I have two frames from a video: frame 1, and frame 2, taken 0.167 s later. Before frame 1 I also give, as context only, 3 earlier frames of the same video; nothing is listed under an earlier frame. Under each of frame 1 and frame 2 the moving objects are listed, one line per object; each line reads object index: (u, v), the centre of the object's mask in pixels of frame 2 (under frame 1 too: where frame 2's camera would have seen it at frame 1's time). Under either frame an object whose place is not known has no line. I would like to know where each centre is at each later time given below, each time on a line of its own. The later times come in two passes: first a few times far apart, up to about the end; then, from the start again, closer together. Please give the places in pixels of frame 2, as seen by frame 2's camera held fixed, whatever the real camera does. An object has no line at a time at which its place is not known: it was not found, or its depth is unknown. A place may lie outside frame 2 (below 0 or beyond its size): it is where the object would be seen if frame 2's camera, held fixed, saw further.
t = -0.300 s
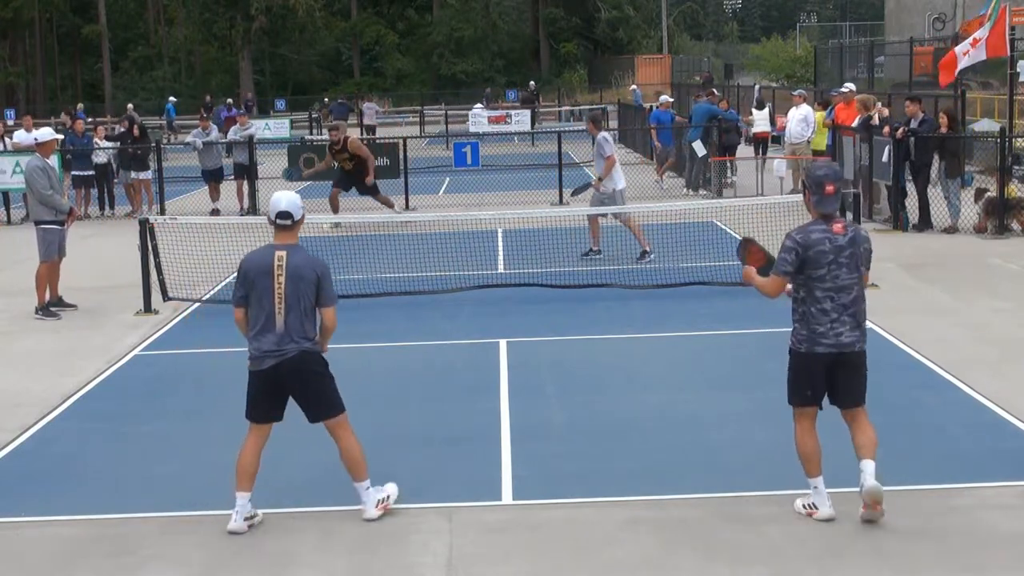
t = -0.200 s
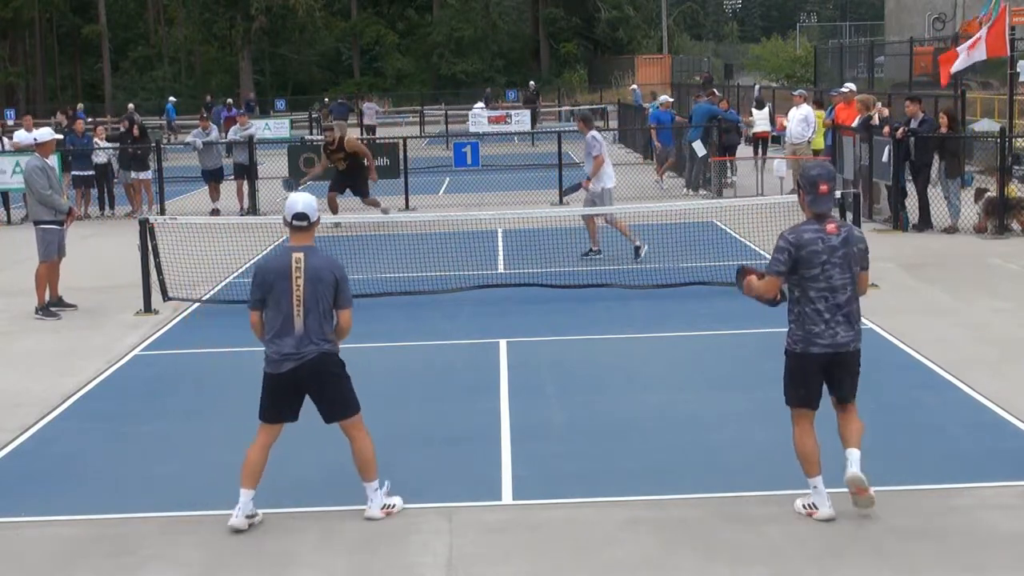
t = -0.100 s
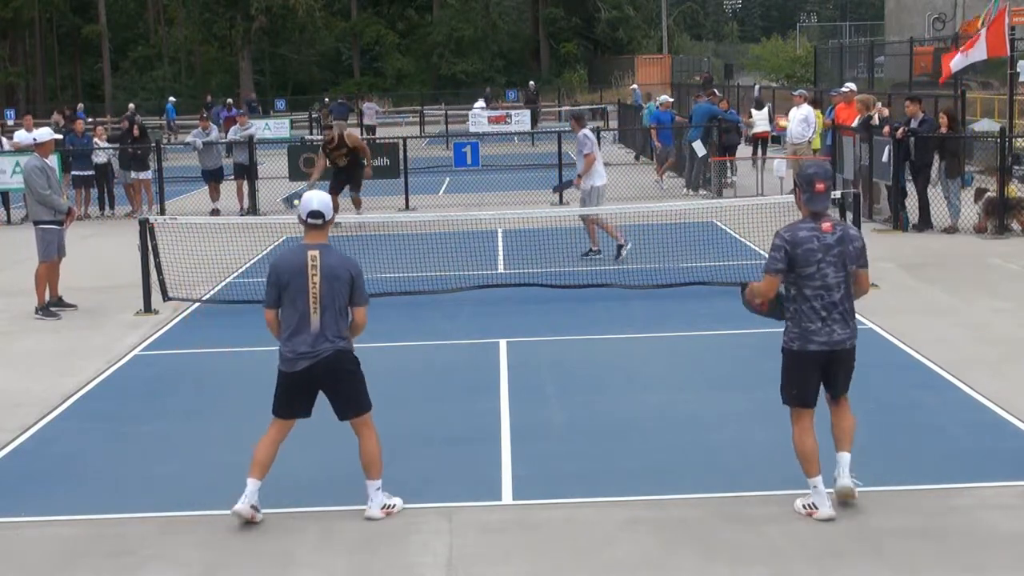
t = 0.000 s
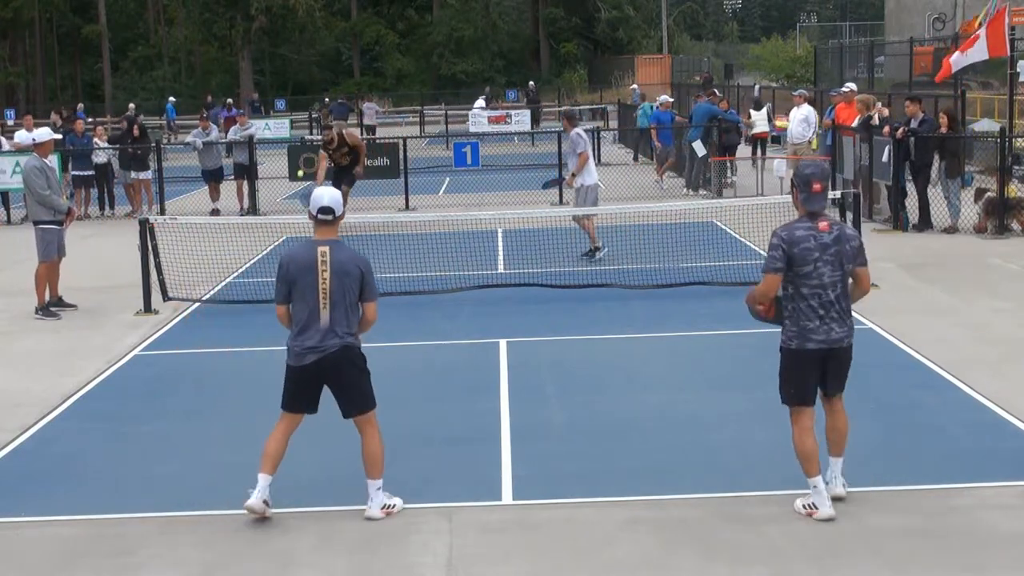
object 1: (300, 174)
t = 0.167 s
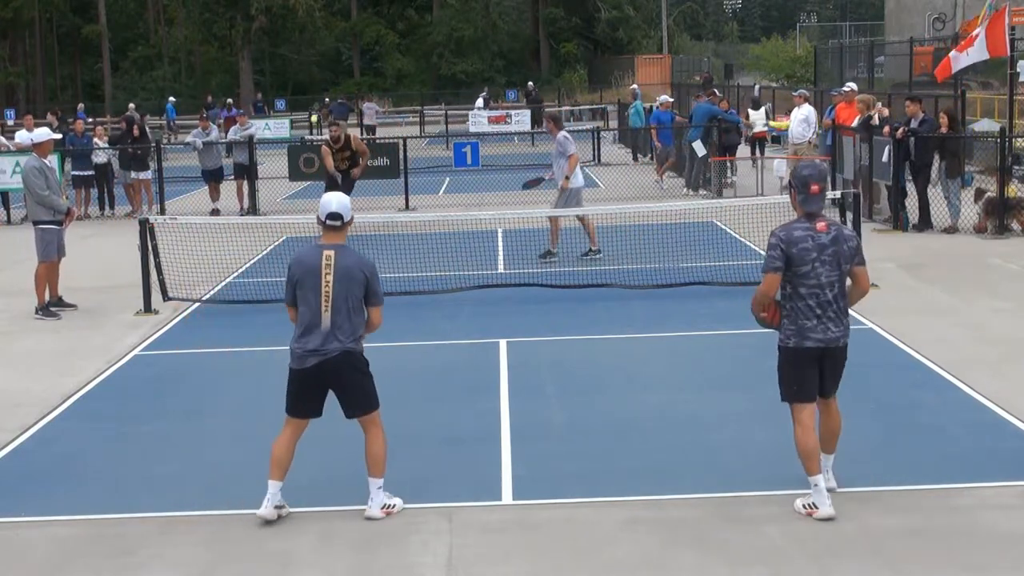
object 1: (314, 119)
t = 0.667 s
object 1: (356, 31)
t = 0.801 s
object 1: (368, 38)
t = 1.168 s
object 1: (406, 177)
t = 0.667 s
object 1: (356, 31)
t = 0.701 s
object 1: (359, 31)
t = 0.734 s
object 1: (362, 32)
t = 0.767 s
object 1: (365, 35)
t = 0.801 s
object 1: (368, 38)
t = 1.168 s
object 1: (406, 177)
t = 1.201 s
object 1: (410, 201)
